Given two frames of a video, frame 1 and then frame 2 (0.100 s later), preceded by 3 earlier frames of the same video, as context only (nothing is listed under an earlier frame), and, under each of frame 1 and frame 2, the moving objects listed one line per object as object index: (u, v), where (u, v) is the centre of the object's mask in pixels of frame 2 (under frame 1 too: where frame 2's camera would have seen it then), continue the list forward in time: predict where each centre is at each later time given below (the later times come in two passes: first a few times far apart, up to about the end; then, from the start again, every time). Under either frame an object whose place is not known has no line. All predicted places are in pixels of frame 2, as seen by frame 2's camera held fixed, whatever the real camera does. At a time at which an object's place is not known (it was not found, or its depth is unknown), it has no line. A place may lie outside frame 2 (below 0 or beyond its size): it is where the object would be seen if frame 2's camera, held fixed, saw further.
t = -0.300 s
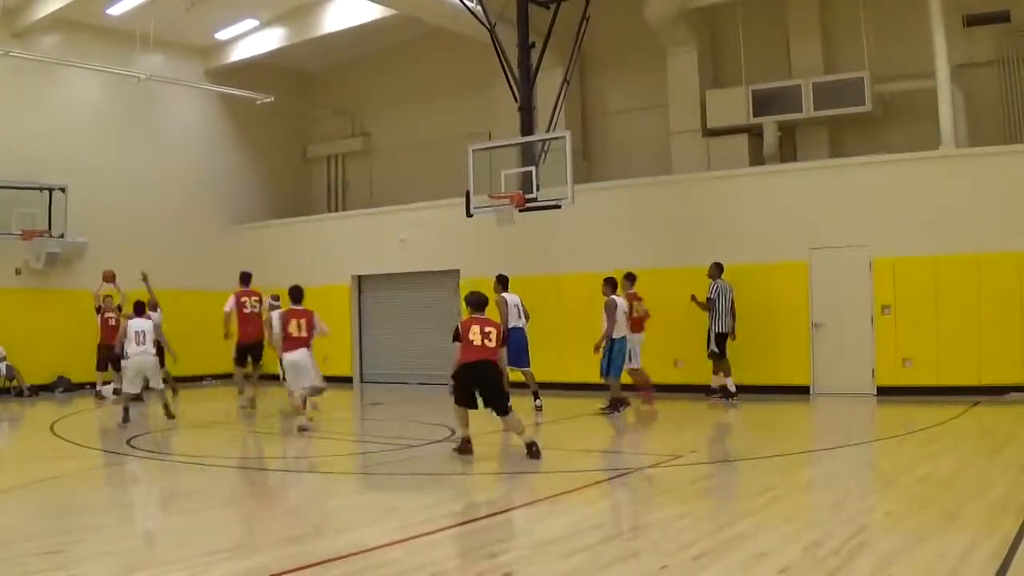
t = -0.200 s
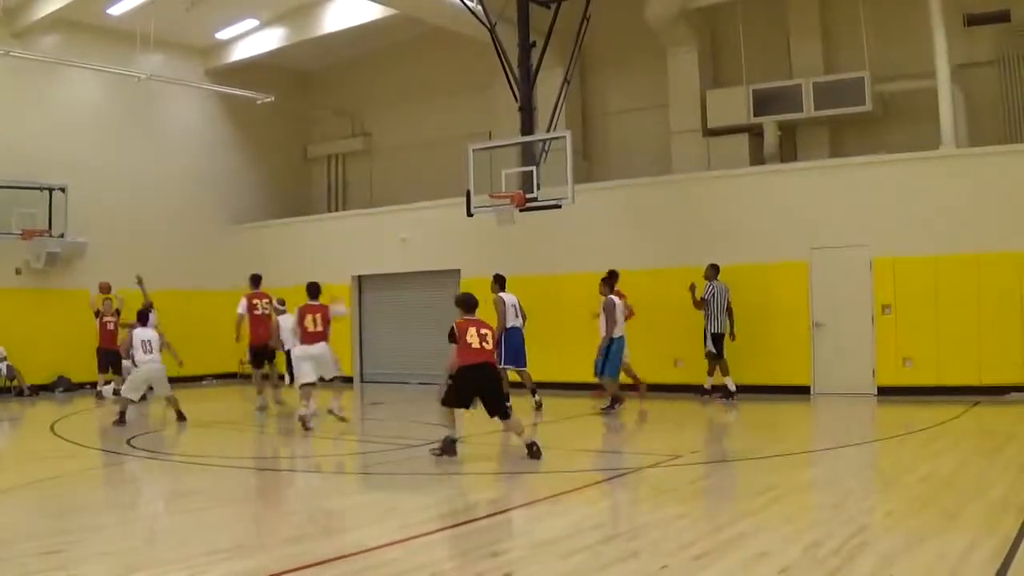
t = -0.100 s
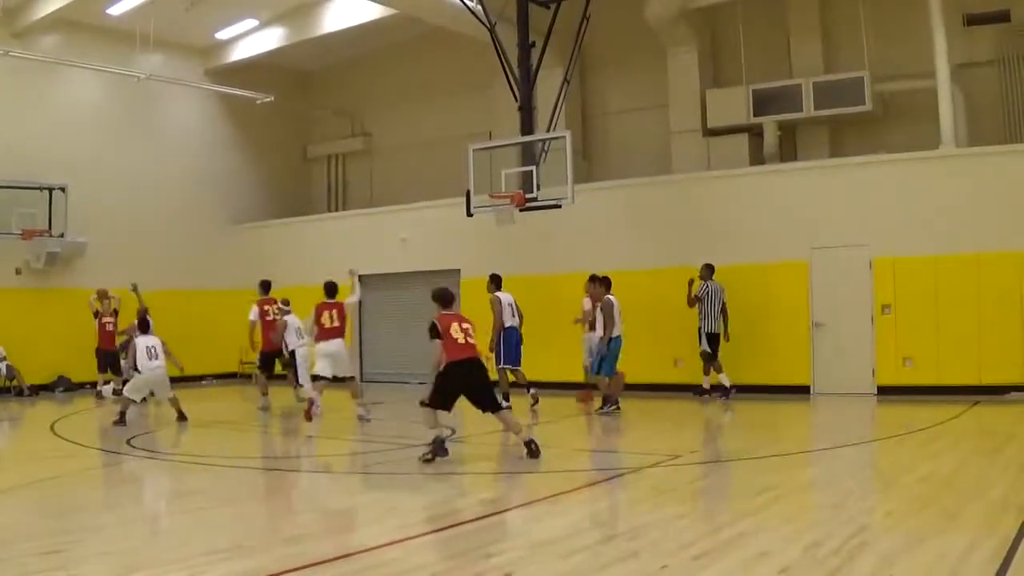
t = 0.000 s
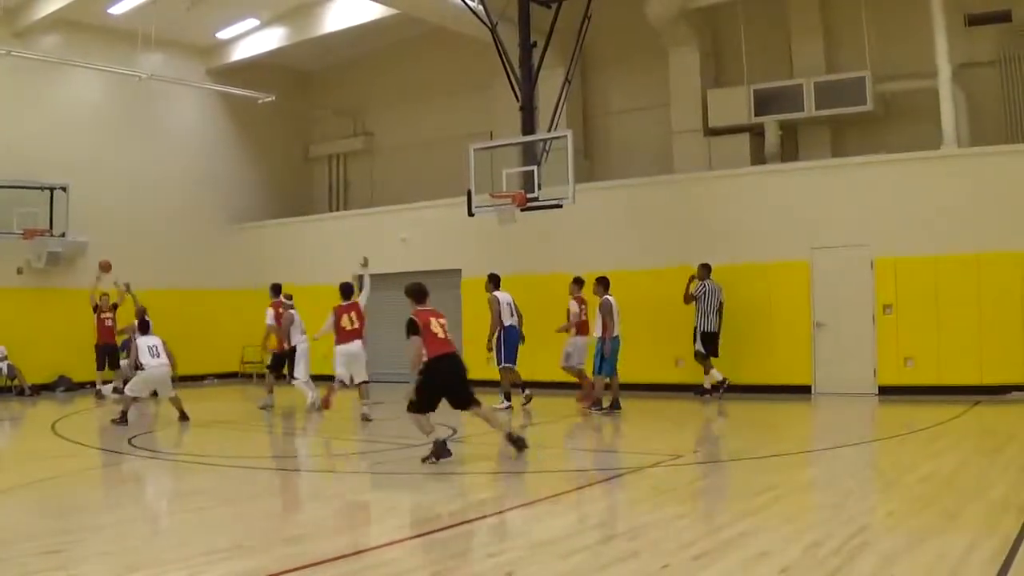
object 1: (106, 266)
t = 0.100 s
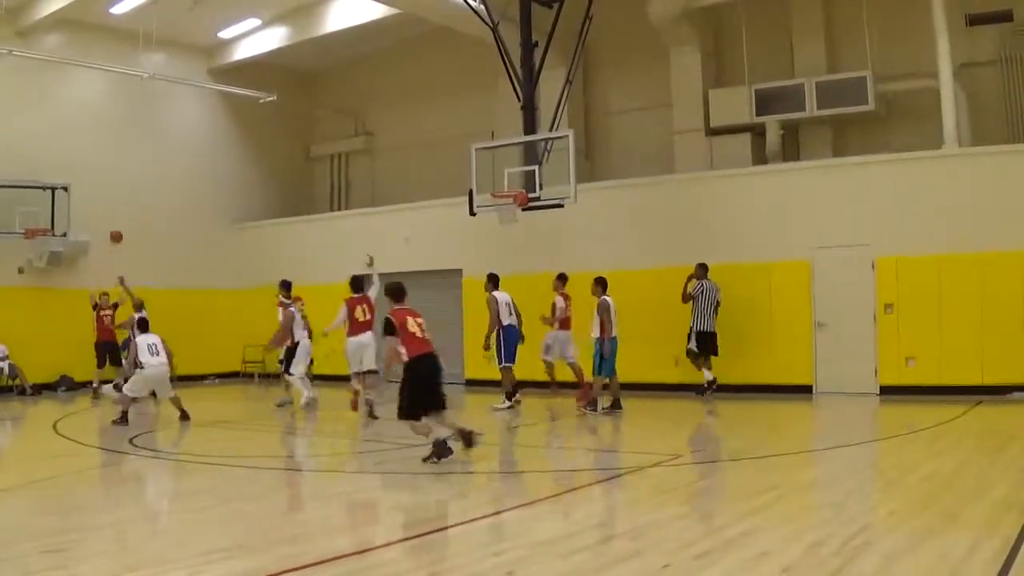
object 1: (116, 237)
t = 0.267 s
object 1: (136, 194)
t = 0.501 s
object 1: (169, 157)
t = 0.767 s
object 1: (214, 159)
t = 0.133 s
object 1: (120, 227)
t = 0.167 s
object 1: (124, 218)
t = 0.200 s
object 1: (127, 211)
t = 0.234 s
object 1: (131, 202)
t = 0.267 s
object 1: (136, 194)
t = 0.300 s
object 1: (140, 187)
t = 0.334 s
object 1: (144, 181)
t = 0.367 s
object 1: (149, 175)
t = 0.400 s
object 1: (154, 169)
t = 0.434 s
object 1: (159, 165)
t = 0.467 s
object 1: (164, 160)
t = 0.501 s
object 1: (169, 157)
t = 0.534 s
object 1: (174, 154)
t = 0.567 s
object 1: (179, 152)
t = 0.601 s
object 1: (184, 151)
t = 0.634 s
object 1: (190, 151)
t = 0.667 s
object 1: (195, 151)
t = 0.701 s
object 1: (202, 153)
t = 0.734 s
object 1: (207, 155)
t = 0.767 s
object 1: (214, 159)
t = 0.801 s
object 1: (222, 164)
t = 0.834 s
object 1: (229, 170)
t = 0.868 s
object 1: (237, 177)
